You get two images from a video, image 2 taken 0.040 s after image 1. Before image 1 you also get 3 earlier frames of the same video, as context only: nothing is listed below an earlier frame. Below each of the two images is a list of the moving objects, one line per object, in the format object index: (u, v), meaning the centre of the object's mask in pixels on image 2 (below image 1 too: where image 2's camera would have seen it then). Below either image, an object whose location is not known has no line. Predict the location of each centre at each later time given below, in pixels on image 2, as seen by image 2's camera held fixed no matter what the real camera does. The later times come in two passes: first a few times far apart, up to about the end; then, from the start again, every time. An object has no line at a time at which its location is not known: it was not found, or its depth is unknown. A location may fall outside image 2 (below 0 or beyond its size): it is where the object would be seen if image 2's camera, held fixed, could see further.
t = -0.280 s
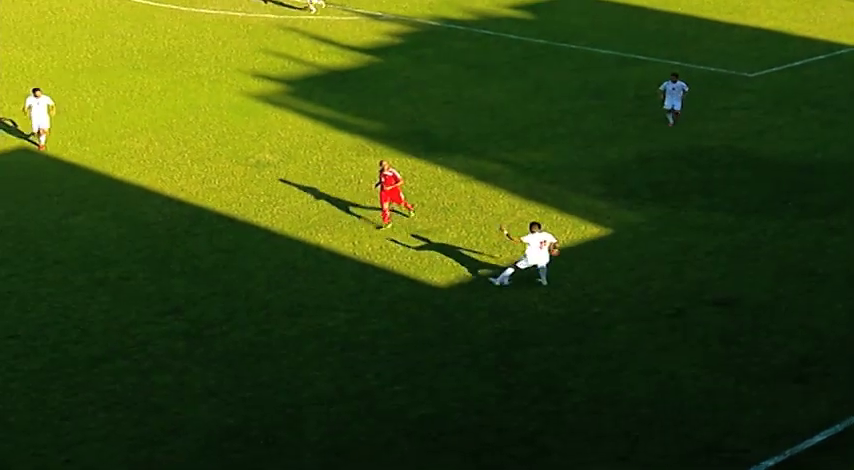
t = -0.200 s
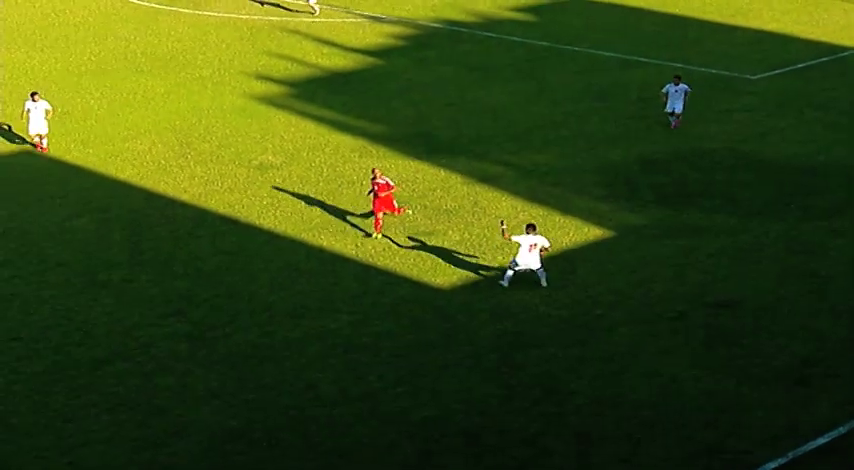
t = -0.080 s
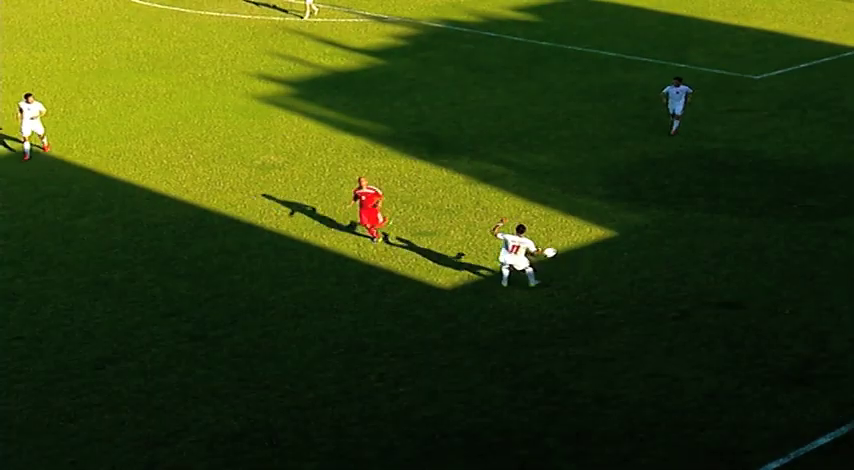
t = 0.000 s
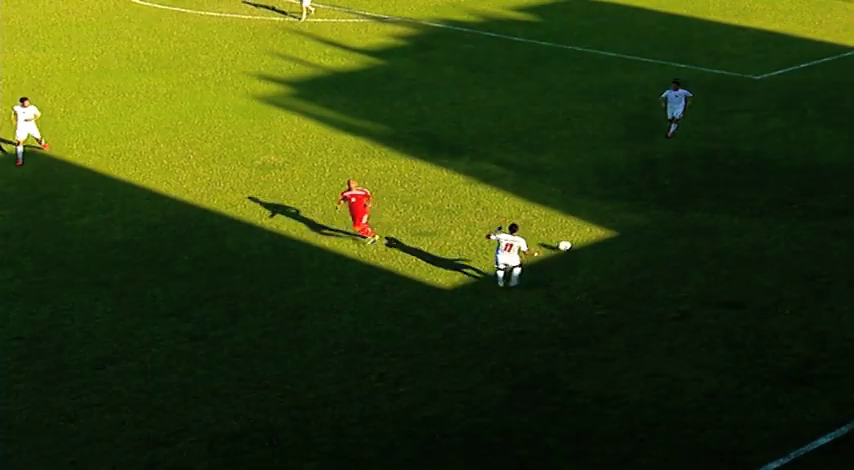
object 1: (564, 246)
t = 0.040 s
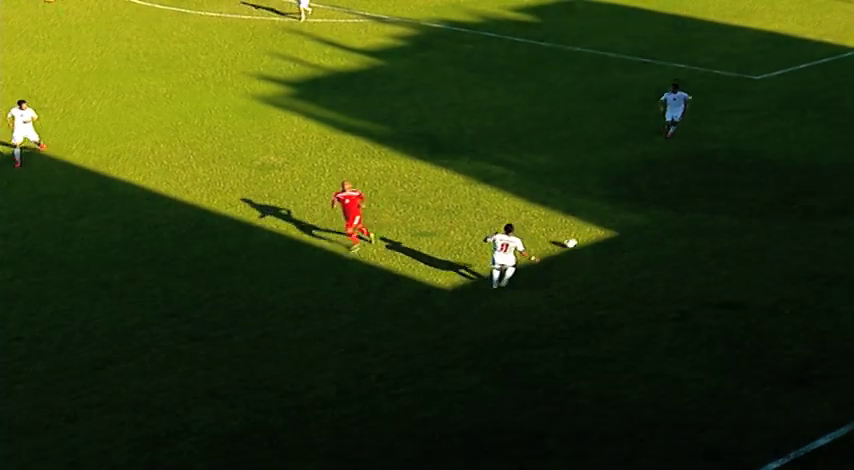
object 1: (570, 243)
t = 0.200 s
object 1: (593, 226)
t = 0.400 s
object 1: (616, 215)
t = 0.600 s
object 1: (632, 199)
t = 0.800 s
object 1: (646, 189)
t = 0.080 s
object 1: (578, 241)
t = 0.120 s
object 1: (583, 236)
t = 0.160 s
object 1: (587, 231)
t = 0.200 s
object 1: (593, 226)
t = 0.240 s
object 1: (597, 224)
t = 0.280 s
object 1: (602, 220)
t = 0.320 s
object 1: (606, 218)
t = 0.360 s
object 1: (611, 216)
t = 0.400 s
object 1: (616, 215)
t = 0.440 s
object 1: (619, 210)
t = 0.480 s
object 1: (622, 207)
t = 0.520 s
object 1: (625, 204)
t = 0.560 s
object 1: (628, 201)
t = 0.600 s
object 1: (632, 199)
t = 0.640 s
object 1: (634, 198)
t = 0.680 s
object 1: (637, 197)
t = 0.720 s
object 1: (640, 195)
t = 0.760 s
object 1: (644, 192)
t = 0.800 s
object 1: (646, 189)
